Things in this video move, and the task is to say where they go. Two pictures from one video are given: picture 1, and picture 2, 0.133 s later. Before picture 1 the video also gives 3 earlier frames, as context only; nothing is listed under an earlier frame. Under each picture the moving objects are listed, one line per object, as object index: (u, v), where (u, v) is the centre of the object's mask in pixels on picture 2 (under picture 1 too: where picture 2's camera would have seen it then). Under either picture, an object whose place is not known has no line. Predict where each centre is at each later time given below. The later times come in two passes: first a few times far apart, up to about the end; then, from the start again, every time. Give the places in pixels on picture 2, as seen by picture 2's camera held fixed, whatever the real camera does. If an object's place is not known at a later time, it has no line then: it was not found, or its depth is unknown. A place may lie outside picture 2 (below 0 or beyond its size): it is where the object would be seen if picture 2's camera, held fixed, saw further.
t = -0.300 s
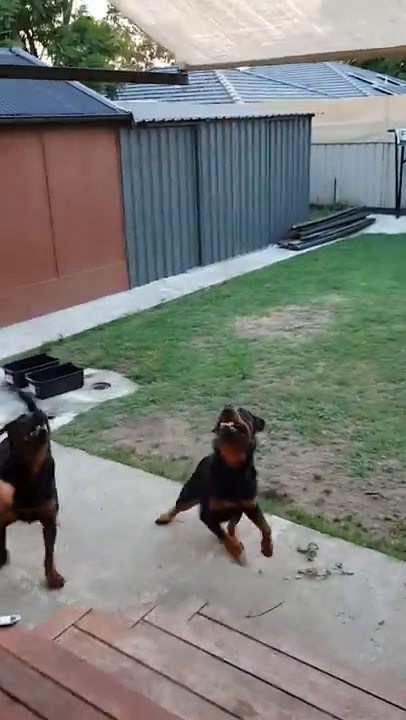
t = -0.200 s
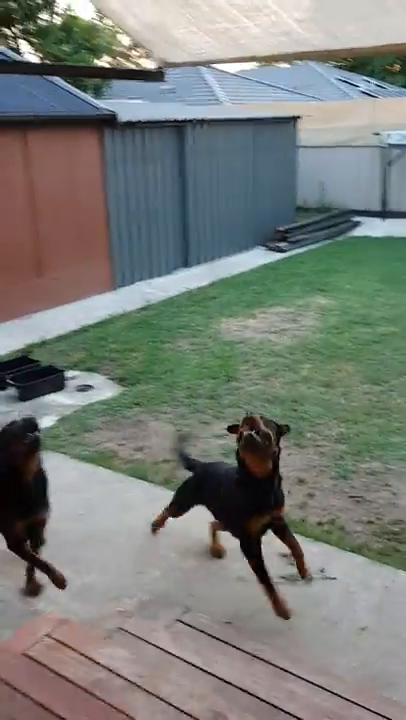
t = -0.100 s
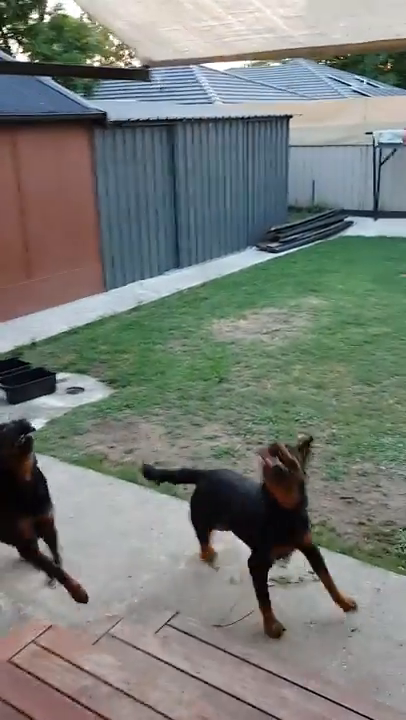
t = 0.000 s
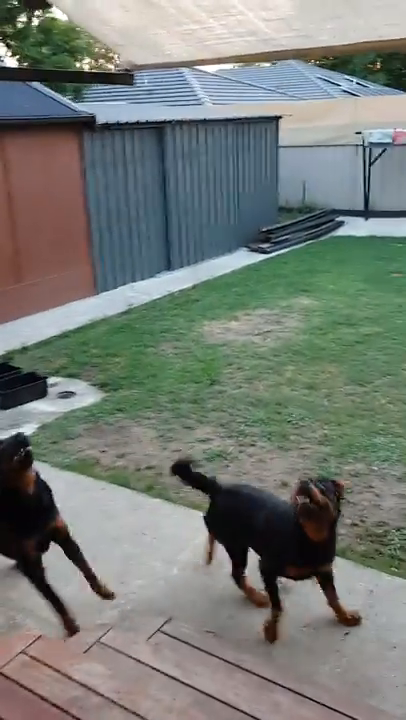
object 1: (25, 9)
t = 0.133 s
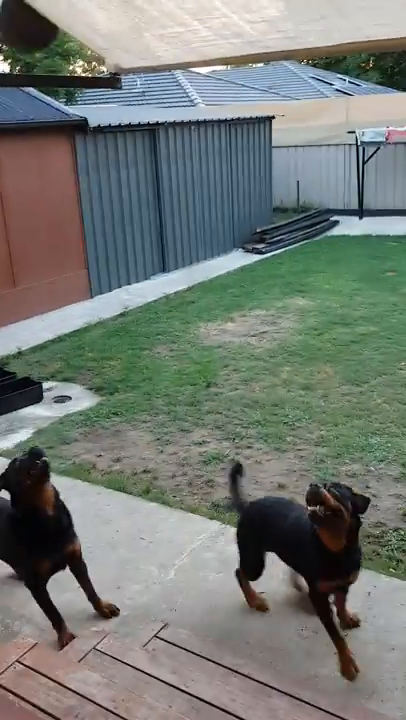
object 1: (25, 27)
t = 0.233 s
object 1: (31, 42)
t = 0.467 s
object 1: (36, 120)
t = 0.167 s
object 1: (26, 33)
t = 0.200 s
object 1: (28, 39)
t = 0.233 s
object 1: (31, 42)
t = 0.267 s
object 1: (33, 48)
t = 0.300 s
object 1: (32, 62)
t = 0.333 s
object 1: (33, 71)
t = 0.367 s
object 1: (33, 87)
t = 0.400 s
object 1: (34, 100)
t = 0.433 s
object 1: (34, 113)
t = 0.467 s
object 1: (36, 120)
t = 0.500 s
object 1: (34, 127)
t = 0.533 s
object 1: (34, 137)
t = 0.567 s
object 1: (35, 146)
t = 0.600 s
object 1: (35, 156)
